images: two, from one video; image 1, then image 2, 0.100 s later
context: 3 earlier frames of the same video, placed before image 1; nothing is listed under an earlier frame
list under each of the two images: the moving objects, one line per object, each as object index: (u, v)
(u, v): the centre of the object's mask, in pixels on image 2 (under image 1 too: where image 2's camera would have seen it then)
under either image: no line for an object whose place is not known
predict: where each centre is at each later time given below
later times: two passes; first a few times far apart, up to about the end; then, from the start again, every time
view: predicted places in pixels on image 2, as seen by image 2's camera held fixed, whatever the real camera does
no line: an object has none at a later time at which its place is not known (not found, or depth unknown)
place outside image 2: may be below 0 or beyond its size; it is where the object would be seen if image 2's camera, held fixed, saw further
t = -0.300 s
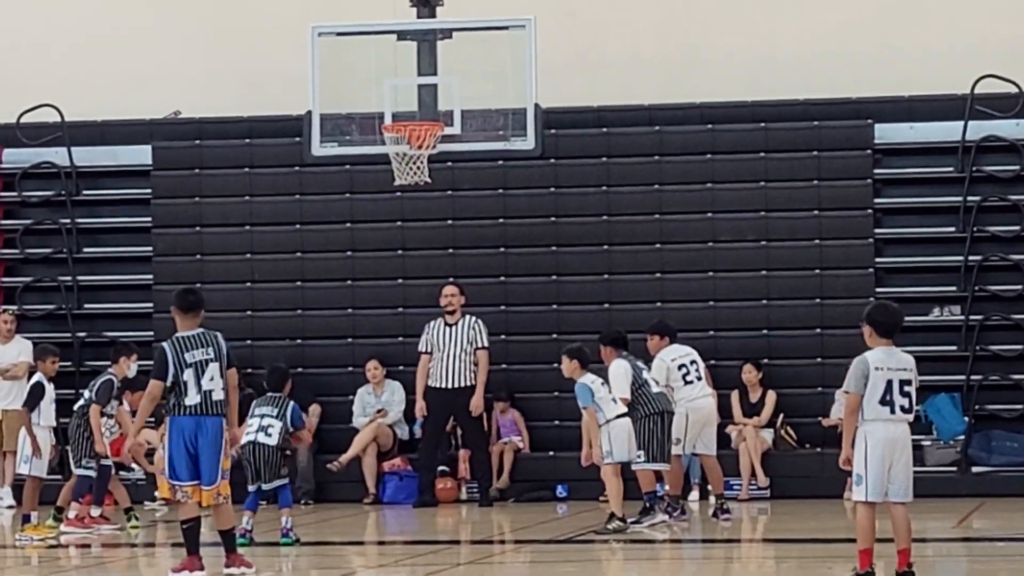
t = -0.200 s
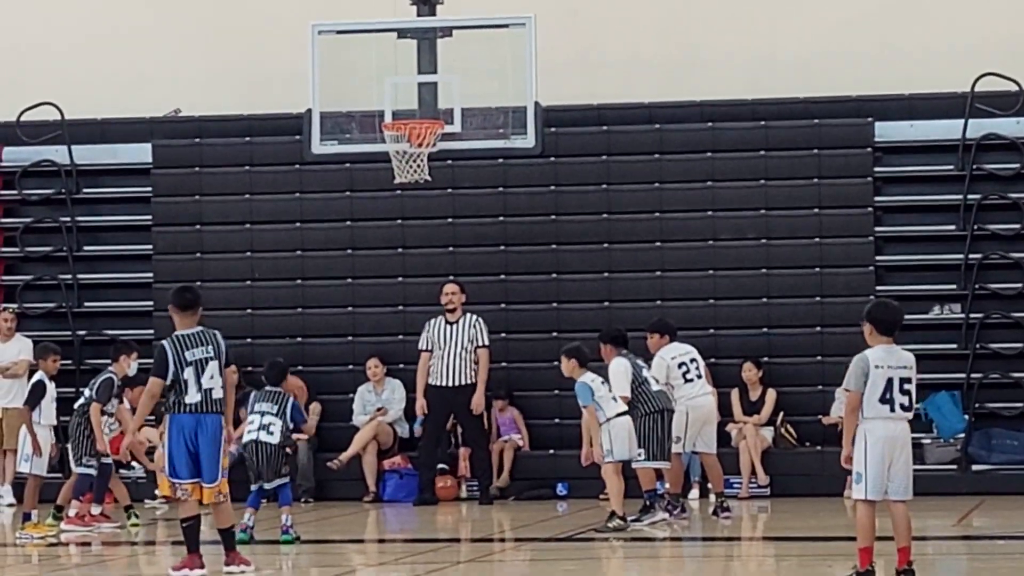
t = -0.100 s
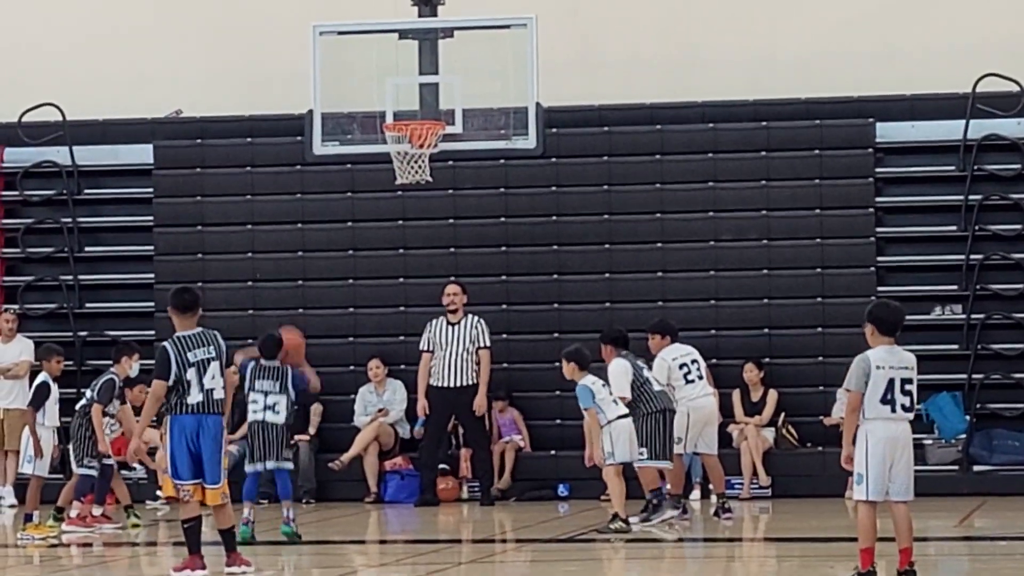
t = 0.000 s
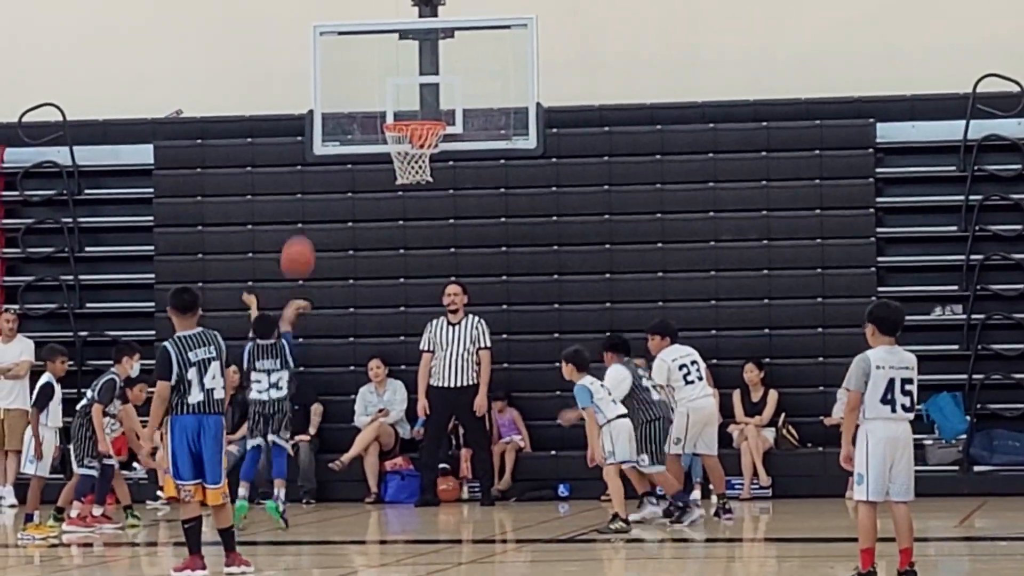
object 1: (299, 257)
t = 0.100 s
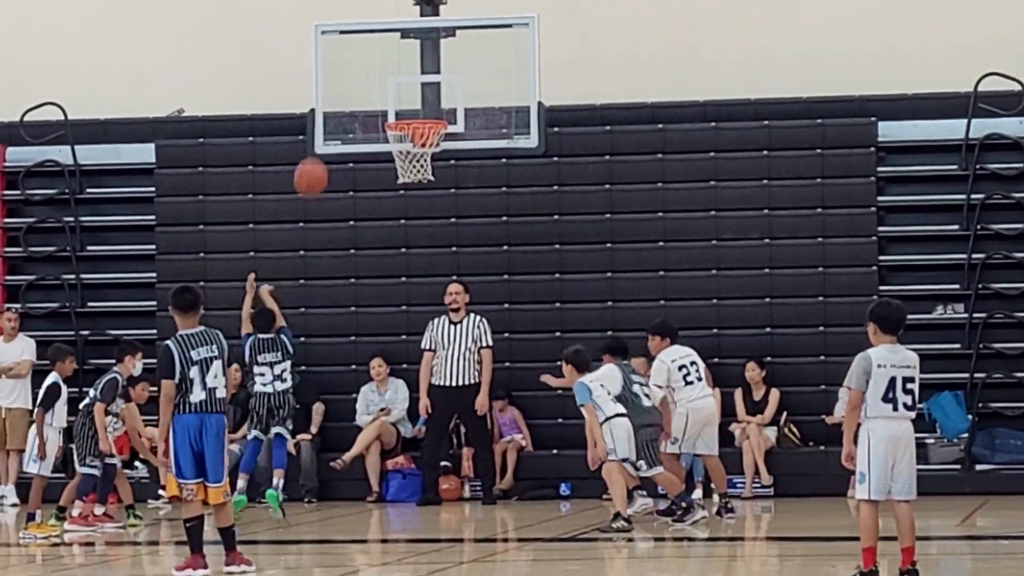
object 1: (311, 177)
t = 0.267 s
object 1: (329, 85)
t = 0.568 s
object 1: (361, 20)
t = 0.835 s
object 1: (388, 62)
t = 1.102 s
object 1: (383, 100)
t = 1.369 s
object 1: (346, 131)
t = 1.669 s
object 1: (302, 284)
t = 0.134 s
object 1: (314, 156)
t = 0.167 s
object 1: (317, 134)
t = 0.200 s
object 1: (322, 117)
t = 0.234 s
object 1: (326, 100)
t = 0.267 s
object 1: (329, 85)
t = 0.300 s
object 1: (333, 71)
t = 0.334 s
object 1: (337, 59)
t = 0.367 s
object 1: (340, 49)
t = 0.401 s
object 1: (344, 41)
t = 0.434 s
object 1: (347, 33)
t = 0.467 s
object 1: (350, 28)
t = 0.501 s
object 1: (354, 24)
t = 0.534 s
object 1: (357, 21)
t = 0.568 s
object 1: (361, 20)
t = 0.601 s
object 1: (364, 20)
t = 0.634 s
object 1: (367, 22)
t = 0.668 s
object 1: (371, 25)
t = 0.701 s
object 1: (374, 30)
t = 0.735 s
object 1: (378, 36)
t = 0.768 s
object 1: (381, 43)
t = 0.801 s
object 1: (385, 52)
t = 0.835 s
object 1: (388, 62)
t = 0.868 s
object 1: (392, 73)
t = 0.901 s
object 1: (395, 85)
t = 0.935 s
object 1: (398, 98)
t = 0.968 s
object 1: (402, 113)
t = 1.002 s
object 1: (398, 110)
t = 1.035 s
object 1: (393, 105)
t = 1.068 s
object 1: (388, 102)
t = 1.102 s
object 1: (383, 100)
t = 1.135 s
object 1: (379, 98)
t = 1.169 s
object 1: (374, 99)
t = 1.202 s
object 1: (369, 101)
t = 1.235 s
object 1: (364, 104)
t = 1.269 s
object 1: (360, 110)
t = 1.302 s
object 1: (355, 116)
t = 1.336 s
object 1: (350, 124)
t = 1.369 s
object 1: (346, 131)
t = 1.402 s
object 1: (341, 143)
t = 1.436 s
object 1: (335, 156)
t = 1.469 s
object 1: (331, 170)
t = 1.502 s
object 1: (326, 184)
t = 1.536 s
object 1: (321, 201)
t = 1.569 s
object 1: (317, 219)
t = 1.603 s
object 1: (312, 239)
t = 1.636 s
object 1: (307, 260)
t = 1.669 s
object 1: (302, 284)
